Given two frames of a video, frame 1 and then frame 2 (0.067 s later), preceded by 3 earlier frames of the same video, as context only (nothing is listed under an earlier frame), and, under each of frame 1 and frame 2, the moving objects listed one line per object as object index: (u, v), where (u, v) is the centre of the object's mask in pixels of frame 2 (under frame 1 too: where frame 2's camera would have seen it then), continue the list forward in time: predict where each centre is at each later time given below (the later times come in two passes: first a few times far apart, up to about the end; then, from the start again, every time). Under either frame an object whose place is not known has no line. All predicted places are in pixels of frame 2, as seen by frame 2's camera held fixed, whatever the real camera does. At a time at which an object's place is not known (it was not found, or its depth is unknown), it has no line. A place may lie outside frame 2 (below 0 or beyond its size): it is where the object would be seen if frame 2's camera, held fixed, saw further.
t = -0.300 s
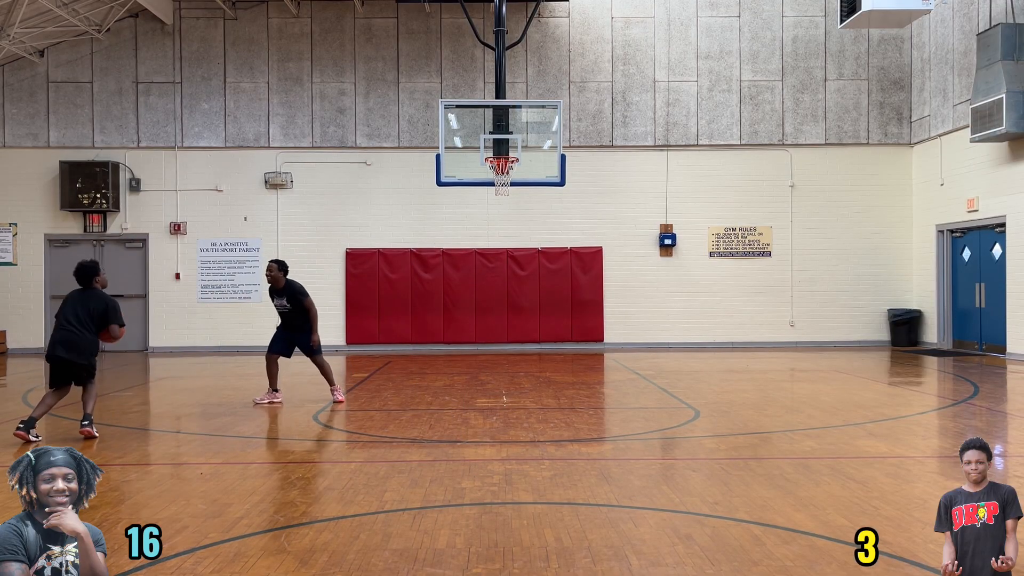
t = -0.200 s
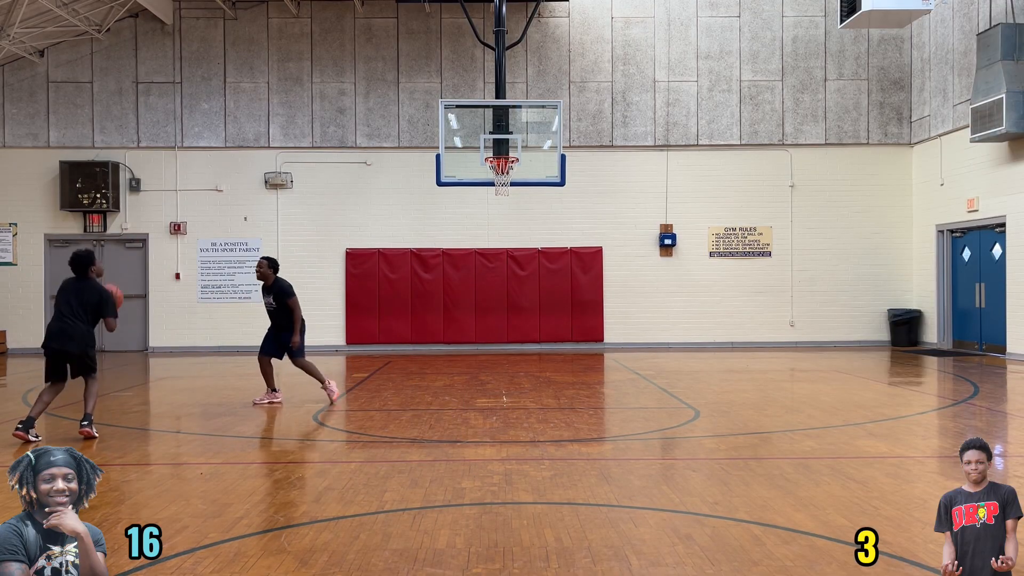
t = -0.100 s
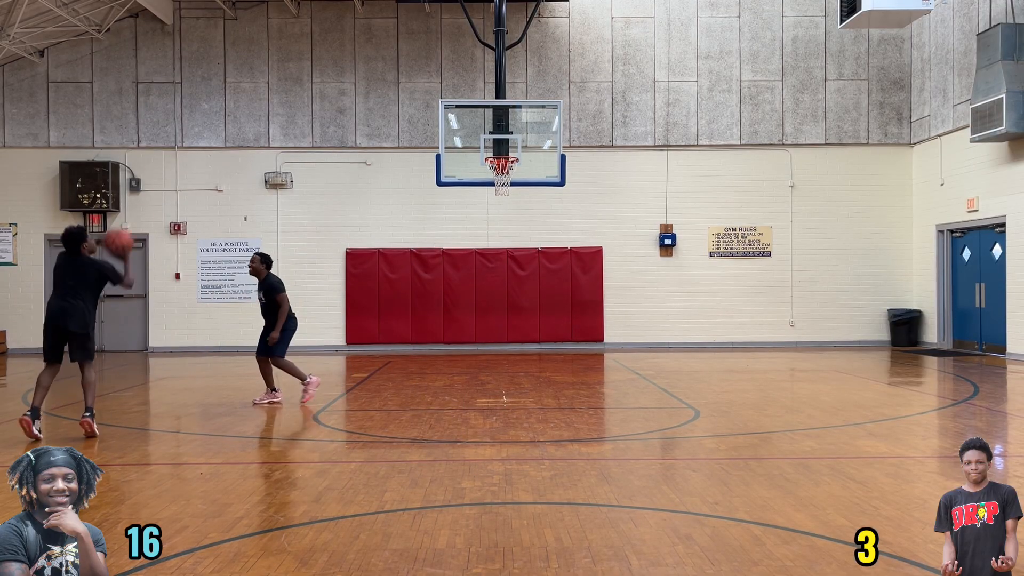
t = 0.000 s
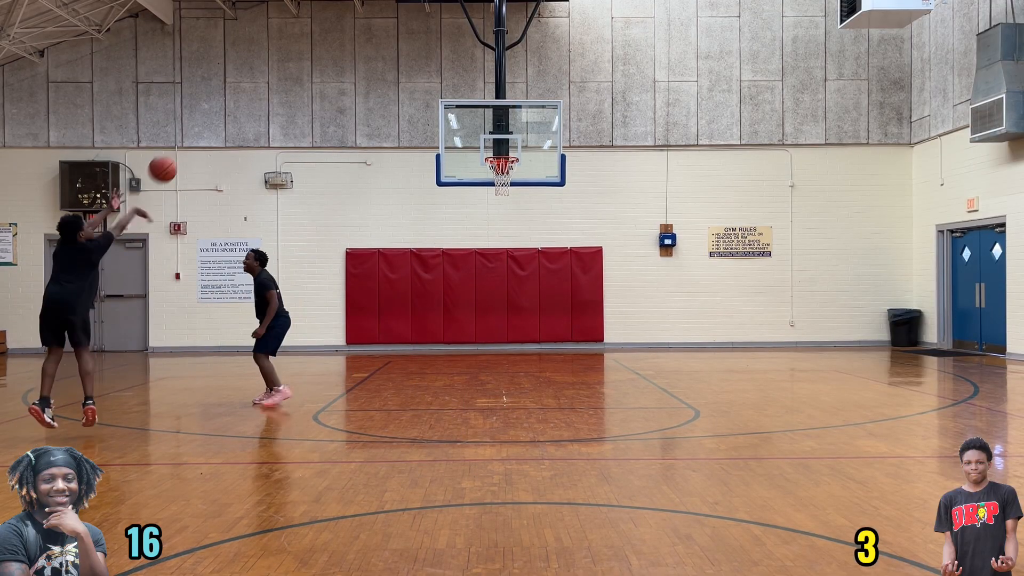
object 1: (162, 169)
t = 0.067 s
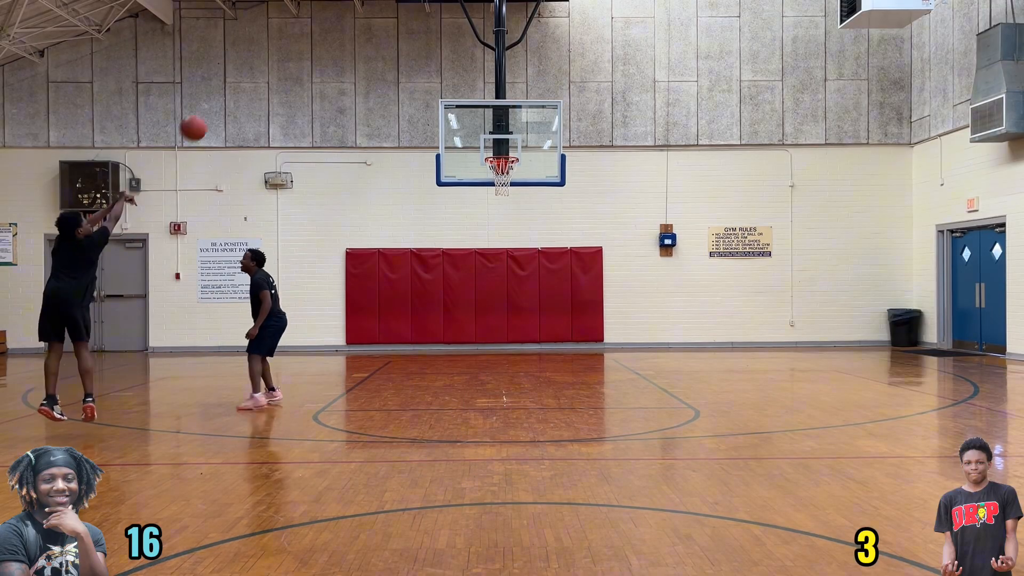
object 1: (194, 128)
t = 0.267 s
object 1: (273, 46)
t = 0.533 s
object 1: (356, 11)
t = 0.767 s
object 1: (416, 32)
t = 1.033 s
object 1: (471, 98)
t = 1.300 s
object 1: (505, 190)
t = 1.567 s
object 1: (505, 276)
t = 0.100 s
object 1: (208, 110)
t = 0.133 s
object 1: (221, 94)
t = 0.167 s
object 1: (235, 79)
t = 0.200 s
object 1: (248, 67)
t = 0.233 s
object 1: (260, 55)
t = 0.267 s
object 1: (273, 46)
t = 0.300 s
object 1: (284, 37)
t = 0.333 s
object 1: (295, 30)
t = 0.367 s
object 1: (306, 24)
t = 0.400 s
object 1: (317, 20)
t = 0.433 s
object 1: (327, 16)
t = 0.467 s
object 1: (337, 13)
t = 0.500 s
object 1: (347, 12)
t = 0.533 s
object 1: (356, 11)
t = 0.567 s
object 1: (366, 12)
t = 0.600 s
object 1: (375, 13)
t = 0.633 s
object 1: (383, 15)
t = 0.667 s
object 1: (392, 19)
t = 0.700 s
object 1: (400, 22)
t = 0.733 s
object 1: (408, 27)
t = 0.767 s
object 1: (416, 32)
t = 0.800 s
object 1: (424, 38)
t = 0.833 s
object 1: (431, 45)
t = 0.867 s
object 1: (437, 52)
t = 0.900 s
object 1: (445, 60)
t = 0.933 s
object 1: (451, 69)
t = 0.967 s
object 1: (458, 78)
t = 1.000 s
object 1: (465, 88)
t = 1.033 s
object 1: (471, 98)
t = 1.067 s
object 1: (477, 109)
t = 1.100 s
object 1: (483, 120)
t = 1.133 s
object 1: (490, 131)
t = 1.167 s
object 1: (496, 143)
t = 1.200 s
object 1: (502, 152)
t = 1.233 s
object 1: (503, 165)
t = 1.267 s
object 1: (509, 177)
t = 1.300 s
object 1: (505, 190)
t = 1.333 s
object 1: (505, 194)
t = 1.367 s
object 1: (505, 203)
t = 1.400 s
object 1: (505, 213)
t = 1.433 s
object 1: (505, 224)
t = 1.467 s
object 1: (505, 236)
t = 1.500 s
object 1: (504, 248)
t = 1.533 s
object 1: (504, 262)
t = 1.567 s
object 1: (505, 276)
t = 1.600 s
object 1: (505, 290)
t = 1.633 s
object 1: (505, 305)
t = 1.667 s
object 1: (505, 322)
